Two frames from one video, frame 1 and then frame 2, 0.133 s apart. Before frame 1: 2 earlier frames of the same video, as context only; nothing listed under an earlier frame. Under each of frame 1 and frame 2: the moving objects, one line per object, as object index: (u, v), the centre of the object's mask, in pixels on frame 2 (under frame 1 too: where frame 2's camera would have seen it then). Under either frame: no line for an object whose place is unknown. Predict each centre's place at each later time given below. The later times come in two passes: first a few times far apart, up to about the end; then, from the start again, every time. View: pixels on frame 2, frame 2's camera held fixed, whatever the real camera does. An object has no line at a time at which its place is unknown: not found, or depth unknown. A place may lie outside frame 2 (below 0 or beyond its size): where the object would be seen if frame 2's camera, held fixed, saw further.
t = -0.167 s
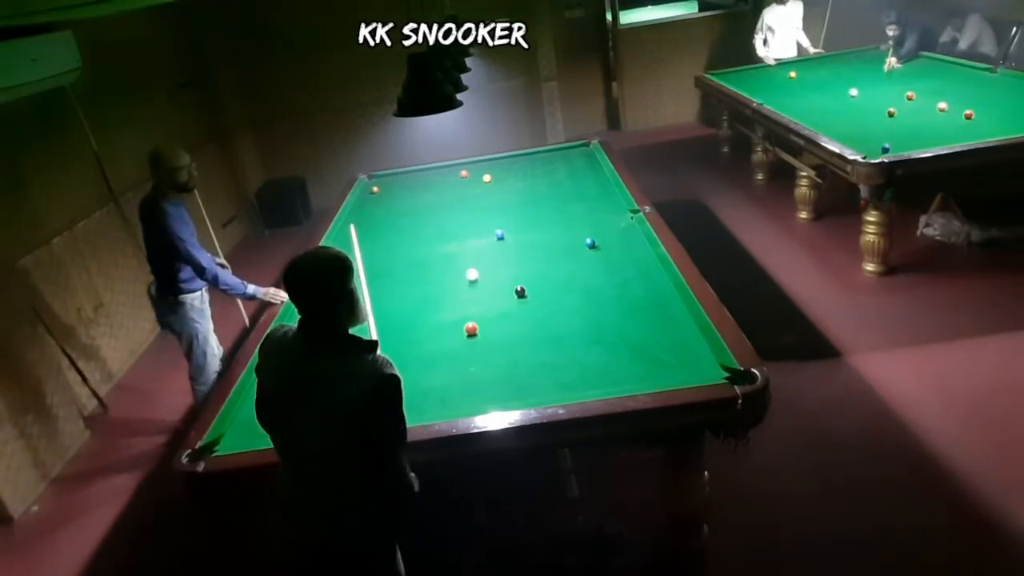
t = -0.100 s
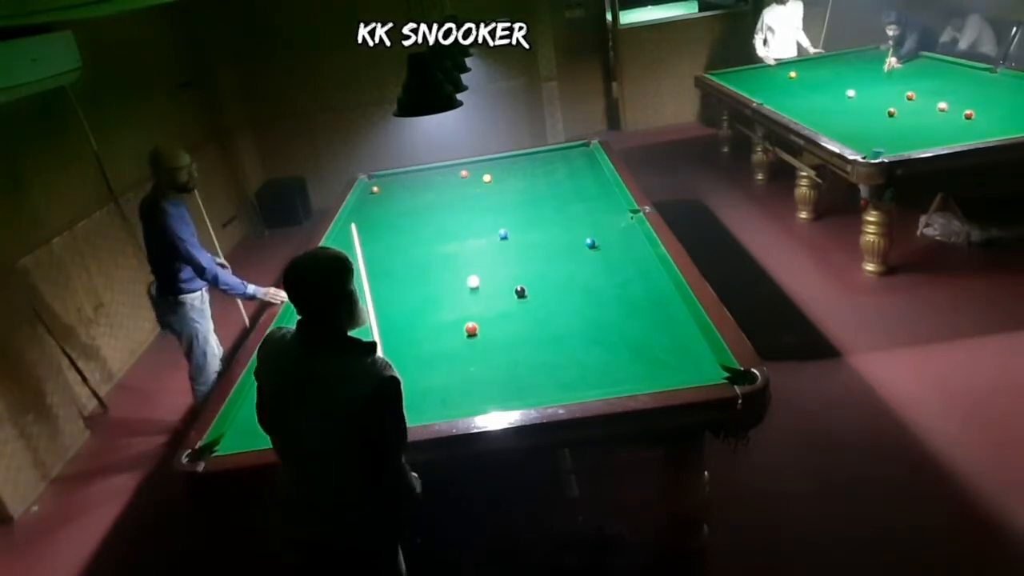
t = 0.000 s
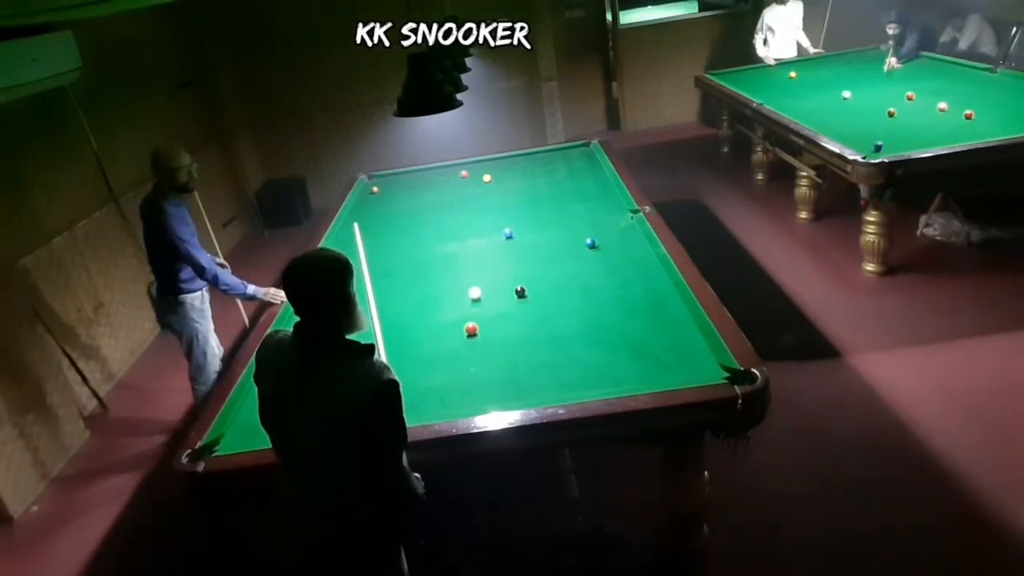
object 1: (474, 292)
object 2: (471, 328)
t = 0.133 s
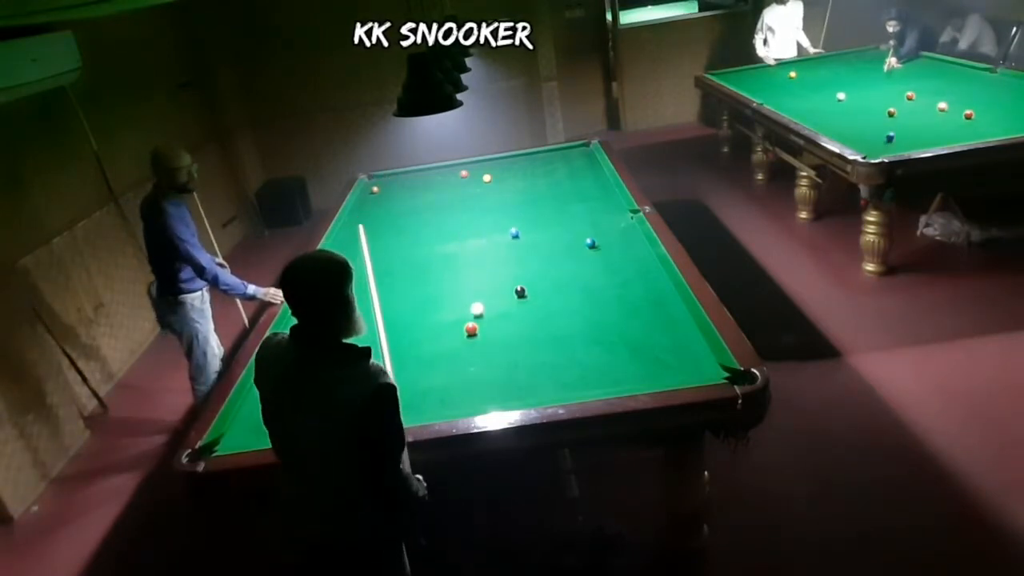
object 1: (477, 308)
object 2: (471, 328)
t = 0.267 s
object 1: (484, 323)
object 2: (467, 331)
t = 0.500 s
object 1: (513, 340)
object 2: (444, 346)
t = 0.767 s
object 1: (549, 361)
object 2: (417, 365)
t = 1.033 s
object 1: (588, 383)
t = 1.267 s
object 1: (605, 371)
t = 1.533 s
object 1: (618, 351)
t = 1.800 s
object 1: (630, 334)
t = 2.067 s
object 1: (640, 319)
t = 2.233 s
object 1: (646, 311)
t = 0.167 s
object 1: (477, 312)
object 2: (471, 328)
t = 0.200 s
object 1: (478, 316)
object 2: (471, 328)
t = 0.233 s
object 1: (479, 321)
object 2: (470, 329)
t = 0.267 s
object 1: (484, 323)
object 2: (467, 331)
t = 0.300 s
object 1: (488, 325)
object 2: (463, 333)
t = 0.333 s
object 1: (492, 328)
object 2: (460, 335)
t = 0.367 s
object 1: (496, 330)
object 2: (457, 337)
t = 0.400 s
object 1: (500, 333)
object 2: (454, 339)
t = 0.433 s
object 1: (504, 335)
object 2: (450, 342)
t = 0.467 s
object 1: (509, 337)
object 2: (447, 344)
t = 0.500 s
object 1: (513, 340)
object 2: (444, 346)
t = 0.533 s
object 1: (517, 342)
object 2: (441, 348)
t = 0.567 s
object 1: (521, 345)
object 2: (437, 351)
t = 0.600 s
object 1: (526, 347)
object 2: (434, 353)
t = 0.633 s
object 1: (530, 350)
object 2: (430, 355)
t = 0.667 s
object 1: (535, 353)
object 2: (427, 358)
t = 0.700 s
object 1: (539, 355)
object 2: (424, 360)
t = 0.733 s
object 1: (544, 358)
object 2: (420, 363)
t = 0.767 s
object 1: (549, 361)
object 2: (417, 365)
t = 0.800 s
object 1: (553, 364)
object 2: (414, 367)
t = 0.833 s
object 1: (558, 366)
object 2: (410, 369)
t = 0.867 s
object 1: (563, 369)
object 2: (407, 372)
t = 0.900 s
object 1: (568, 372)
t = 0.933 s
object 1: (573, 375)
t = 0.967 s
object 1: (578, 378)
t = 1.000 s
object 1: (583, 381)
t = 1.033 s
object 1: (588, 383)
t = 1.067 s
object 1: (593, 385)
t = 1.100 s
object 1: (596, 384)
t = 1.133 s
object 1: (598, 381)
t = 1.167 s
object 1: (600, 379)
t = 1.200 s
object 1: (602, 376)
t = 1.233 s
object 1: (604, 374)
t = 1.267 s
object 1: (605, 371)
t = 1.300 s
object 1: (607, 369)
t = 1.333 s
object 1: (609, 366)
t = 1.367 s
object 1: (611, 363)
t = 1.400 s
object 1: (612, 361)
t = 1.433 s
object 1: (614, 359)
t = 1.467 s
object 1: (615, 356)
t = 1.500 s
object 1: (617, 354)
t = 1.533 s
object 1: (618, 351)
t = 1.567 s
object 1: (620, 349)
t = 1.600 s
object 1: (621, 347)
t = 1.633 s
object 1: (623, 344)
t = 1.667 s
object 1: (624, 342)
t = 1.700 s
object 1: (626, 340)
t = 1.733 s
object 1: (627, 338)
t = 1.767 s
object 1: (628, 336)
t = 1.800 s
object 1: (630, 334)
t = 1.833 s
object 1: (631, 332)
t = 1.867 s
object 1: (632, 330)
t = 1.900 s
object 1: (634, 328)
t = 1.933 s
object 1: (635, 326)
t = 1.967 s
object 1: (636, 325)
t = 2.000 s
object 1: (637, 323)
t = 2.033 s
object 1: (639, 321)
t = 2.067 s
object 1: (640, 319)
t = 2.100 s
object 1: (641, 318)
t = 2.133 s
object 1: (642, 316)
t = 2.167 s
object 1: (643, 314)
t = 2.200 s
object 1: (645, 313)
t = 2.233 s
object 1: (646, 311)
